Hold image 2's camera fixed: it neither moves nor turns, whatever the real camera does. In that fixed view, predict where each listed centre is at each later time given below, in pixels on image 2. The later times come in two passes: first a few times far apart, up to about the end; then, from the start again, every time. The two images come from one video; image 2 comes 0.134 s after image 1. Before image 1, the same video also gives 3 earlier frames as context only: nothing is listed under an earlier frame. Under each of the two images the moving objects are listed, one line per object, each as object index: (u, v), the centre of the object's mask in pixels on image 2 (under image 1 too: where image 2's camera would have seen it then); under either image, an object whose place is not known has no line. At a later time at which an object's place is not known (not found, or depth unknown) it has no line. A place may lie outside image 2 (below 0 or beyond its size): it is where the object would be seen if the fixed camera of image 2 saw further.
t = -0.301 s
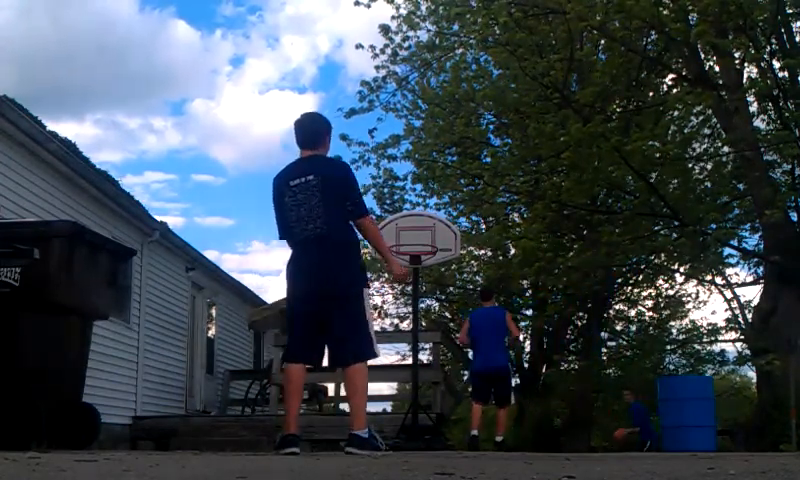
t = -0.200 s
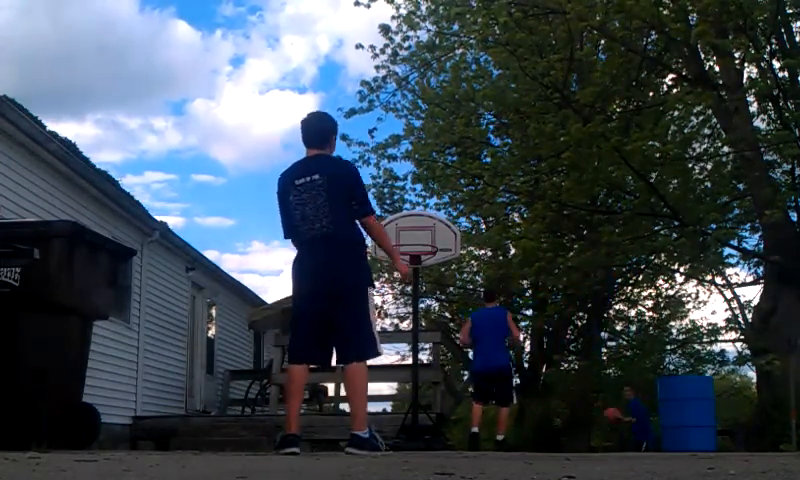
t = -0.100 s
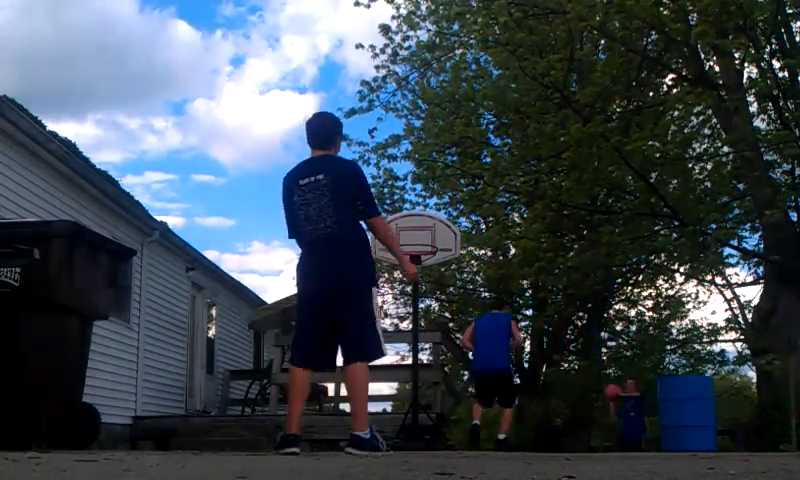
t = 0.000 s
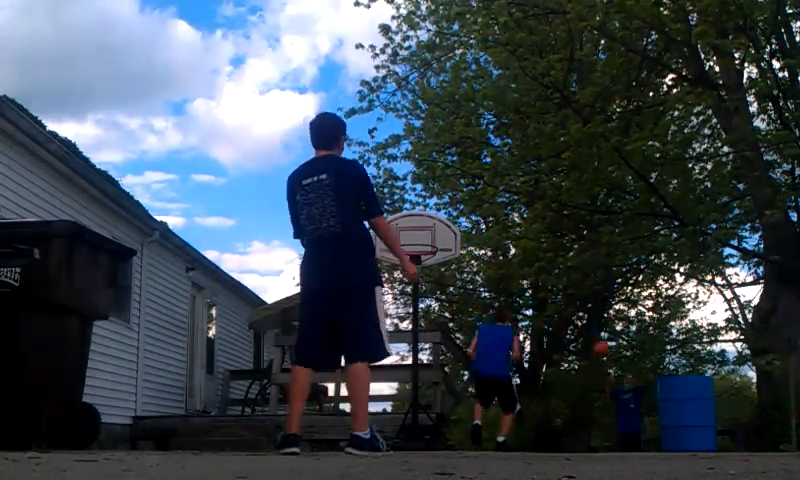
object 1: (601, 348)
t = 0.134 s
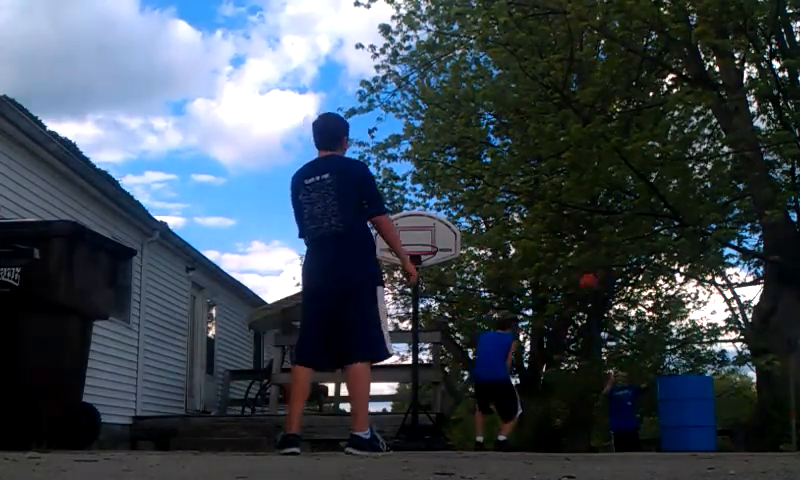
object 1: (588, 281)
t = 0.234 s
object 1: (577, 236)
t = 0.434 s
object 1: (555, 159)
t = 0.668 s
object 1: (527, 95)
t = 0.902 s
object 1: (494, 69)
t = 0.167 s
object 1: (584, 268)
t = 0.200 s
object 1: (581, 249)
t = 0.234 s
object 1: (577, 236)
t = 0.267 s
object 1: (573, 223)
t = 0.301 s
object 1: (570, 209)
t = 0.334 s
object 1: (566, 197)
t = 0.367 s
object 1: (562, 183)
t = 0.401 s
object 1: (558, 171)
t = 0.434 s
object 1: (555, 159)
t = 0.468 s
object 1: (550, 149)
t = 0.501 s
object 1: (548, 139)
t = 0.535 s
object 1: (543, 129)
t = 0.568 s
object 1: (539, 119)
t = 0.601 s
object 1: (535, 110)
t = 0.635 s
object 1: (531, 102)
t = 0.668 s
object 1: (527, 95)
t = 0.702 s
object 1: (522, 89)
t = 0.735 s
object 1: (518, 83)
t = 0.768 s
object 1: (513, 79)
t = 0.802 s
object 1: (509, 74)
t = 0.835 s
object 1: (503, 71)
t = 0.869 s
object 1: (499, 70)
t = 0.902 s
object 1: (494, 69)
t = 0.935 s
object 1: (488, 69)
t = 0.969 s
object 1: (481, 73)
